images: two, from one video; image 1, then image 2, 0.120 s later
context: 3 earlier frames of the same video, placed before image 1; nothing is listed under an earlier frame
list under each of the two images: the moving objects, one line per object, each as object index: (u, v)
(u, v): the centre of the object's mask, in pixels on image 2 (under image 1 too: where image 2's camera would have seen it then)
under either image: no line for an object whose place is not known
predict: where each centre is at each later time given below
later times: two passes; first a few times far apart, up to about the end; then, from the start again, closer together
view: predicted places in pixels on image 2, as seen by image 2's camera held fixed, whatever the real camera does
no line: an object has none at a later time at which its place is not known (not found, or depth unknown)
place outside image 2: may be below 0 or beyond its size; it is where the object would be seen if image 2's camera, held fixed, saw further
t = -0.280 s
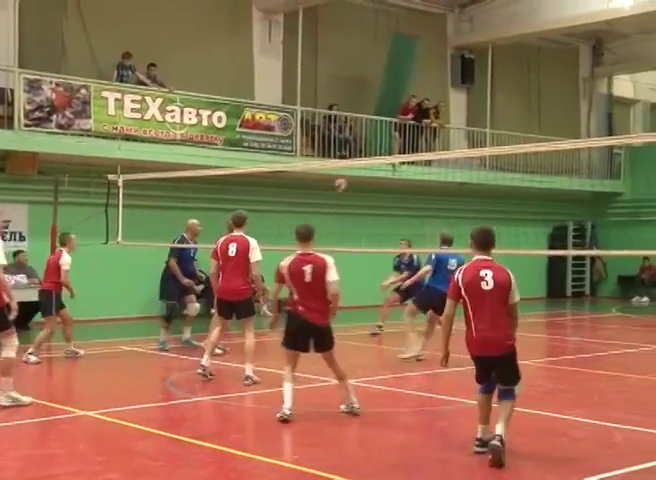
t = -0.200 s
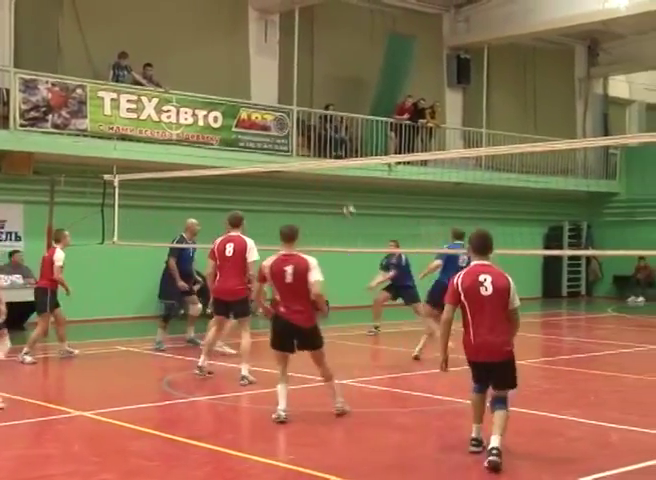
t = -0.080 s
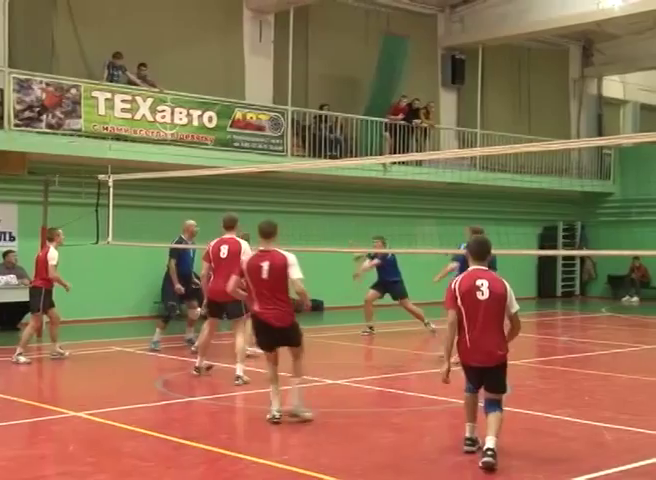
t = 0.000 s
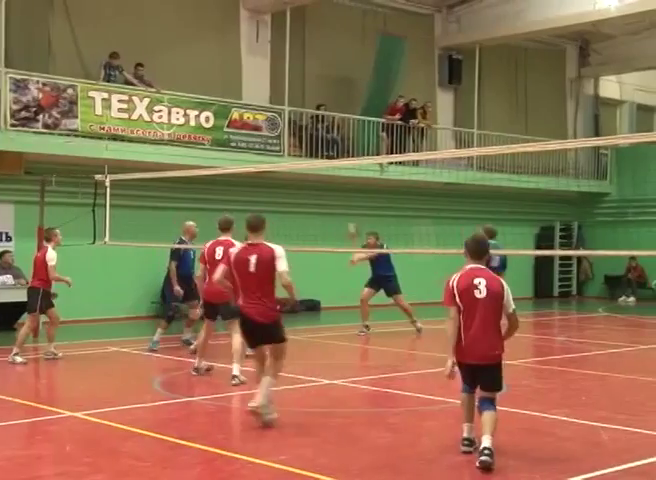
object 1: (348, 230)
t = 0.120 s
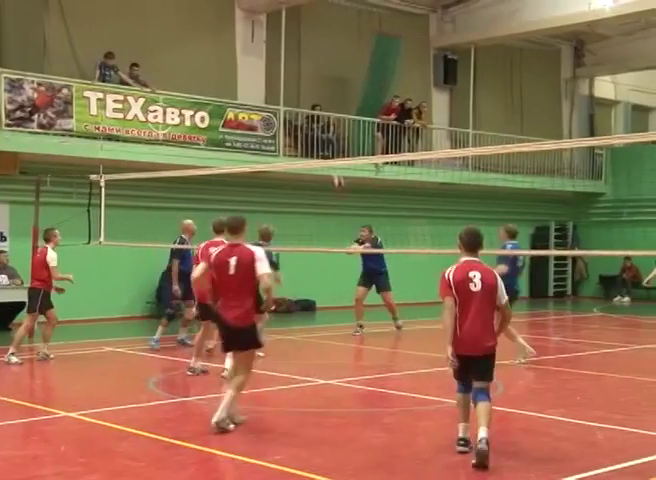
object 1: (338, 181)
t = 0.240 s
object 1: (325, 139)
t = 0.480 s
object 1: (303, 81)
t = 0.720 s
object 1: (280, 61)
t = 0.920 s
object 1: (258, 72)
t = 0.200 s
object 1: (329, 152)
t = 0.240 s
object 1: (325, 139)
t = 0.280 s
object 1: (322, 127)
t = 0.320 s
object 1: (319, 118)
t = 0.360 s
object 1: (315, 106)
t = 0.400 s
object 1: (310, 98)
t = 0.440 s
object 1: (306, 88)
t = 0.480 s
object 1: (303, 81)
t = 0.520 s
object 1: (299, 74)
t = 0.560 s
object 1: (294, 71)
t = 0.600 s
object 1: (291, 68)
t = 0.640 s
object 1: (287, 64)
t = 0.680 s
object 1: (284, 62)
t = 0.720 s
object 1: (280, 61)
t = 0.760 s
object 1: (275, 61)
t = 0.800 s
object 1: (271, 61)
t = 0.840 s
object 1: (267, 64)
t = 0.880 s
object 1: (263, 67)
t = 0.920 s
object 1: (258, 72)
